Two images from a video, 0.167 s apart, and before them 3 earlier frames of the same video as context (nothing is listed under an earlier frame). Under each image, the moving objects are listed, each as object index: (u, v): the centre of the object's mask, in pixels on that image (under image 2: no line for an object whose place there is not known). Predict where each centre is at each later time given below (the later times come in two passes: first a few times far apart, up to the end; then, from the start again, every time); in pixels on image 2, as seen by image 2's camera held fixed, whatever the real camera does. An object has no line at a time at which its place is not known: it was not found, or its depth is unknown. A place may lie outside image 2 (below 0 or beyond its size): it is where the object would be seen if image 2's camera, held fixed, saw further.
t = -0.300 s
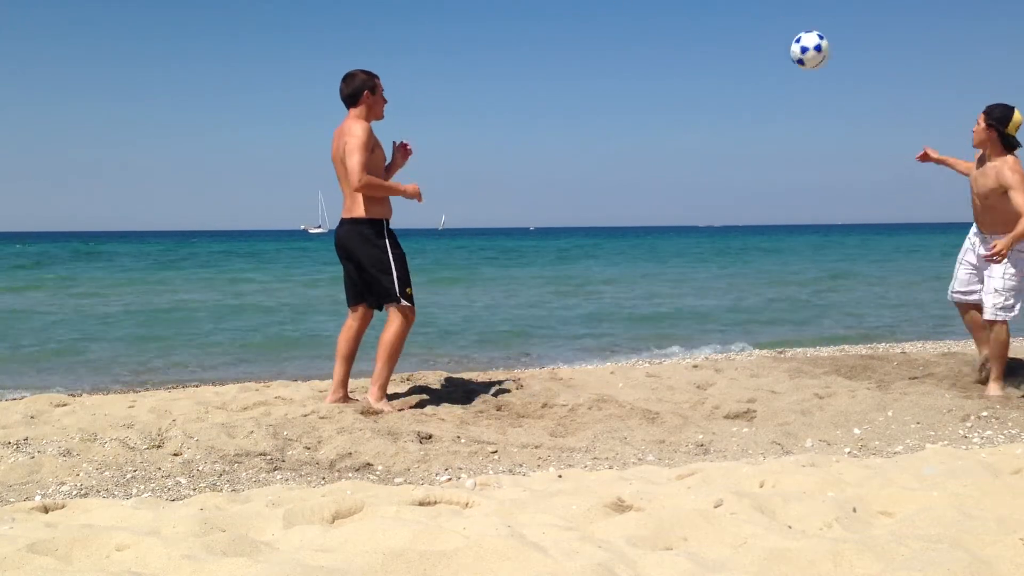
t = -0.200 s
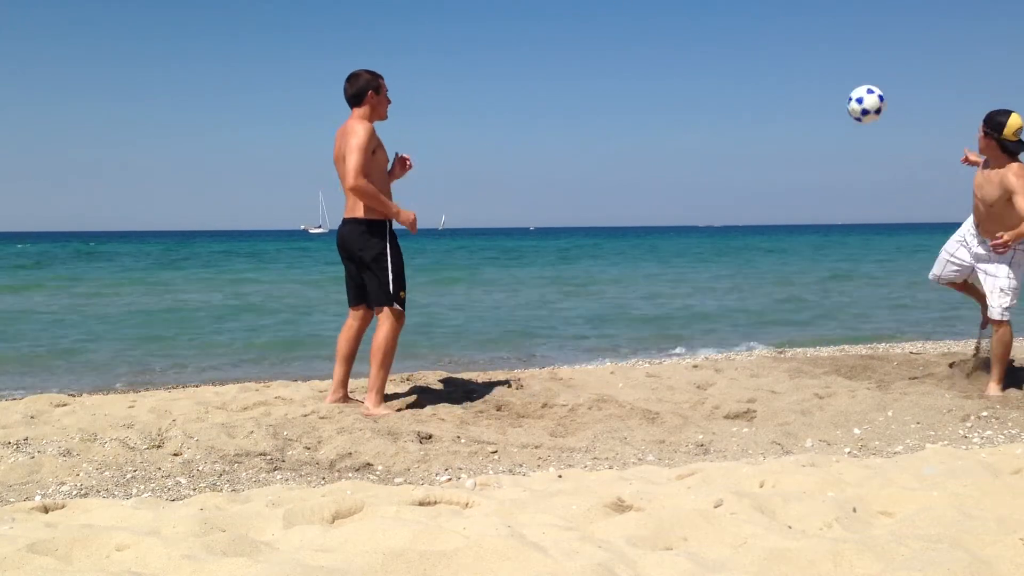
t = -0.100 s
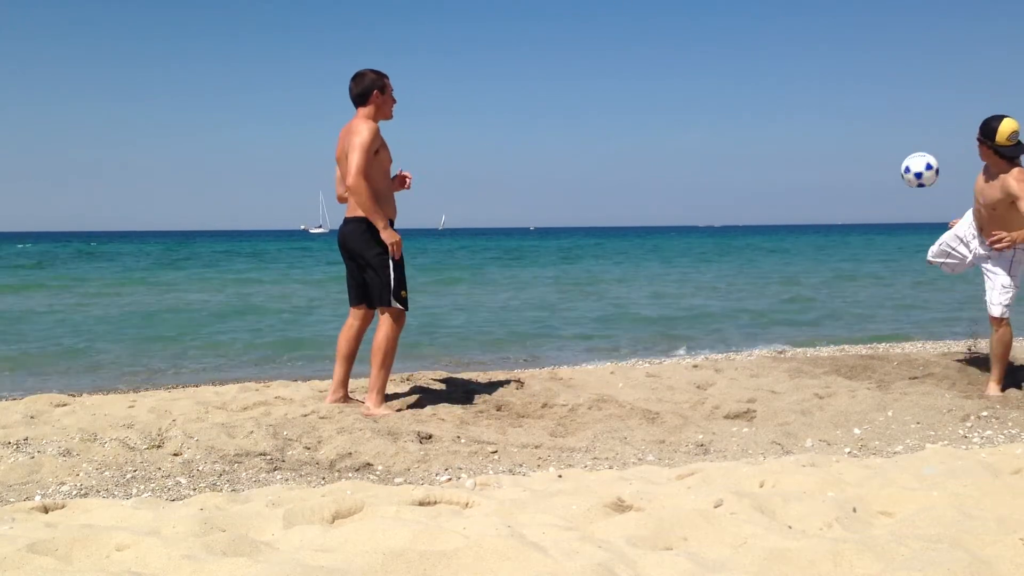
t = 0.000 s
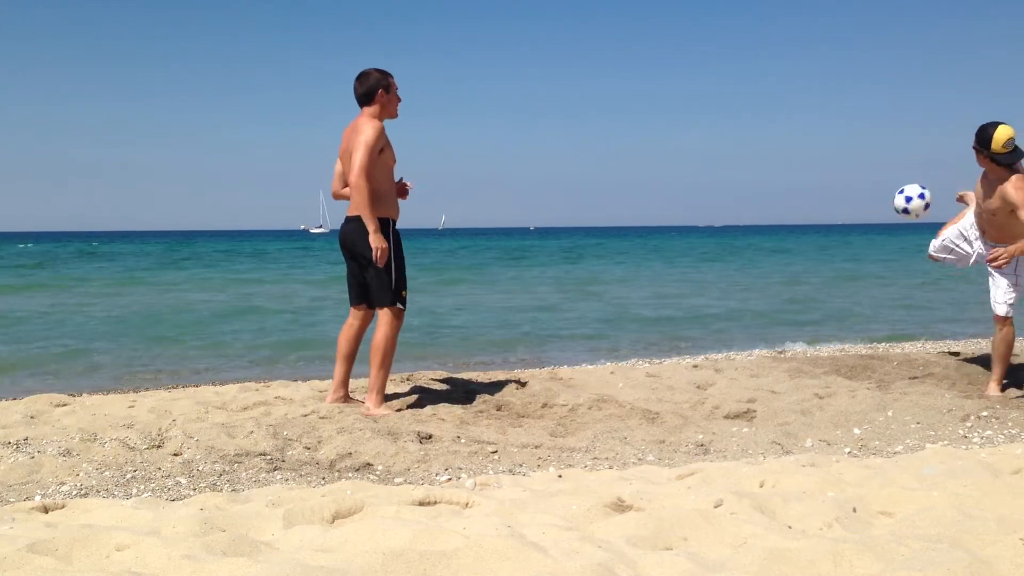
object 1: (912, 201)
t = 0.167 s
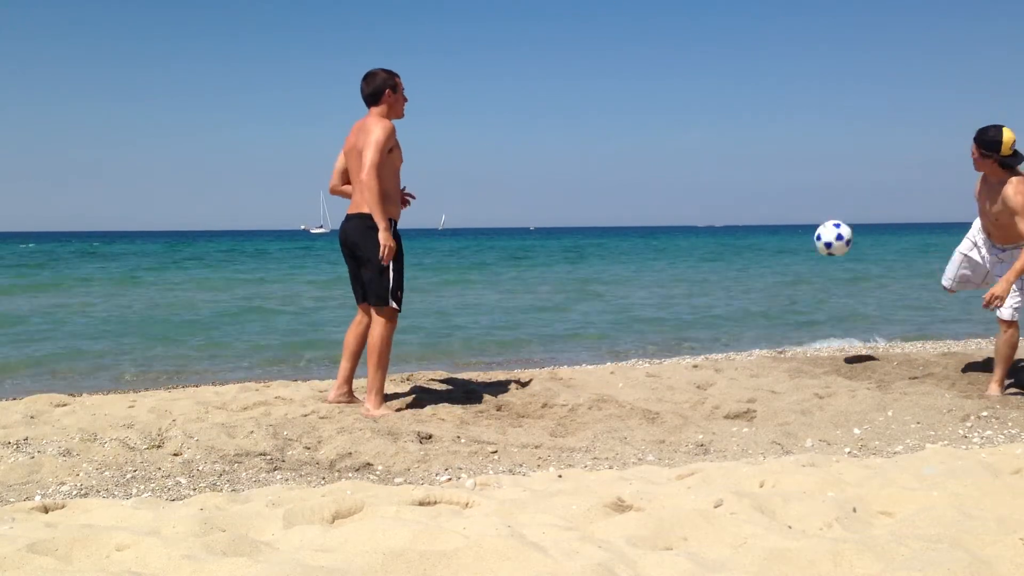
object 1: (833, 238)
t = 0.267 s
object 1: (787, 284)
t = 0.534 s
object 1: (660, 358)
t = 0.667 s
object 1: (598, 366)
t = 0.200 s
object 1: (818, 252)
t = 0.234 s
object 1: (802, 266)
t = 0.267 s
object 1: (787, 284)
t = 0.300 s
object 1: (771, 303)
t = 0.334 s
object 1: (754, 325)
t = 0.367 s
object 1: (740, 349)
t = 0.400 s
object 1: (723, 360)
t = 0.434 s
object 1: (708, 359)
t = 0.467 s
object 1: (692, 357)
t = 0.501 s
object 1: (676, 356)
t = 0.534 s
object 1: (660, 358)
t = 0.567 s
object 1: (645, 360)
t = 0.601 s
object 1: (629, 362)
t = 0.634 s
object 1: (613, 364)
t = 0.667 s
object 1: (598, 366)
